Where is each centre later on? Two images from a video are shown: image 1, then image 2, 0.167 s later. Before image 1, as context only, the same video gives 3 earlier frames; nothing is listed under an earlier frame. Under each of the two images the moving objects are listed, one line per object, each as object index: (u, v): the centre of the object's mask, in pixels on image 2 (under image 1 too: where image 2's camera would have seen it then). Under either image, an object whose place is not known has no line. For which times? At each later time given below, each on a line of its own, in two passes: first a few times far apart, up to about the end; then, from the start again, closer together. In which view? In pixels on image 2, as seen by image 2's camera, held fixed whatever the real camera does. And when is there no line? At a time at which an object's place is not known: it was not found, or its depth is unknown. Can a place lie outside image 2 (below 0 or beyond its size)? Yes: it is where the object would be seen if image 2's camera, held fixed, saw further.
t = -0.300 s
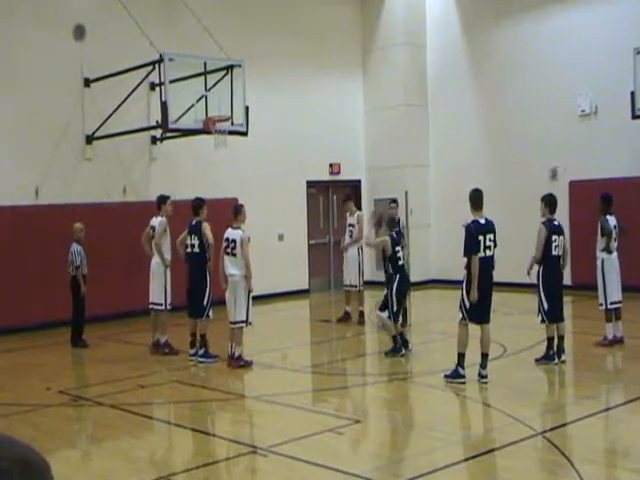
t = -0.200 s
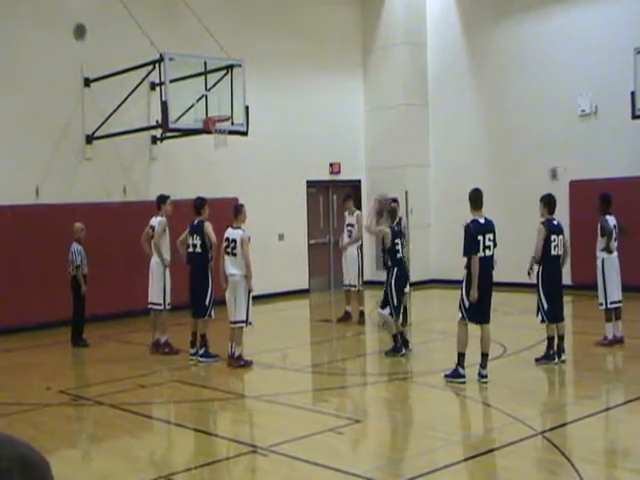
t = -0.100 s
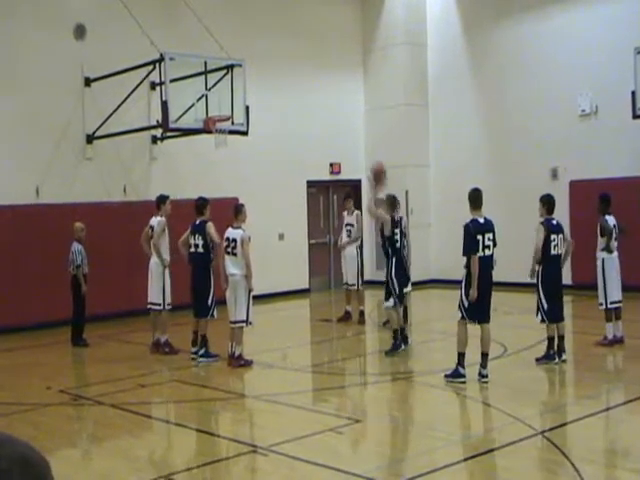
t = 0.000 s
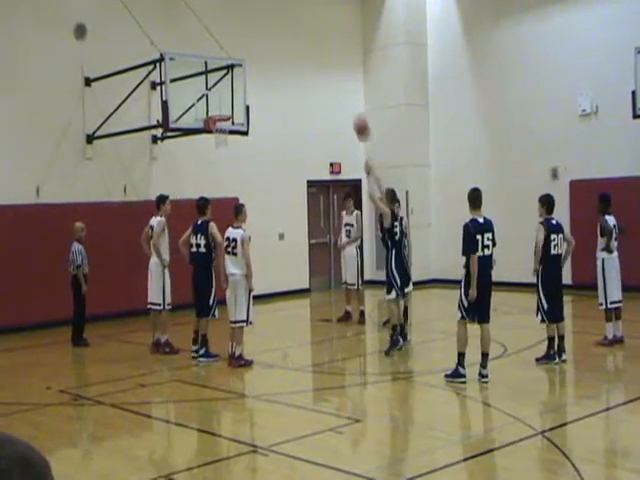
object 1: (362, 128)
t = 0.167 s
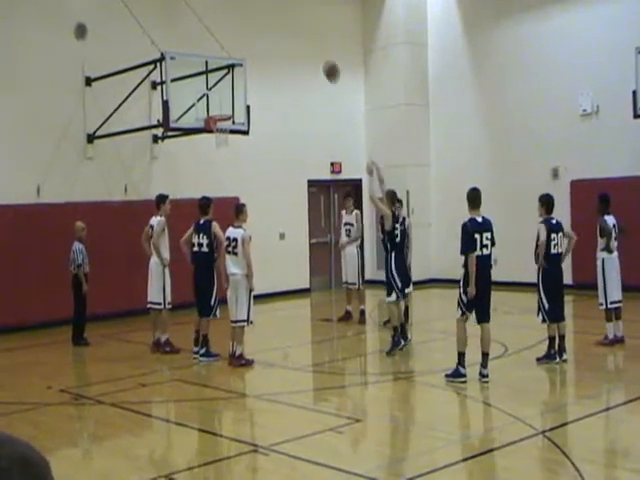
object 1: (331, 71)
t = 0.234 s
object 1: (319, 56)
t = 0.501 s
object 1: (278, 32)
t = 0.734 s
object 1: (247, 55)
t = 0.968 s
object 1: (221, 110)
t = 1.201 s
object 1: (214, 160)
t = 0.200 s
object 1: (325, 64)
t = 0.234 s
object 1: (319, 56)
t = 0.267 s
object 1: (314, 50)
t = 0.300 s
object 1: (308, 45)
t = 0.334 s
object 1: (303, 40)
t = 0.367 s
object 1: (298, 37)
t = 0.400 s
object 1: (293, 35)
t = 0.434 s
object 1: (288, 33)
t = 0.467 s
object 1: (283, 32)
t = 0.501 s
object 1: (278, 32)
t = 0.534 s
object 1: (273, 34)
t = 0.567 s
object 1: (269, 35)
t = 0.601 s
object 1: (264, 37)
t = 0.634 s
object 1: (260, 40)
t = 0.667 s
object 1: (256, 45)
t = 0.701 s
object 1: (252, 49)
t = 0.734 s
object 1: (247, 55)
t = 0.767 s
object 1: (244, 61)
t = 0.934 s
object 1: (224, 102)
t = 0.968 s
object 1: (221, 110)
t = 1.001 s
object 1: (219, 124)
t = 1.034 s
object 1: (217, 133)
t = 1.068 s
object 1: (216, 136)
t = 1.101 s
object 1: (215, 142)
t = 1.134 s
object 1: (215, 147)
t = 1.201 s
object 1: (214, 160)
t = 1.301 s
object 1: (214, 187)
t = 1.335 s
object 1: (214, 193)
